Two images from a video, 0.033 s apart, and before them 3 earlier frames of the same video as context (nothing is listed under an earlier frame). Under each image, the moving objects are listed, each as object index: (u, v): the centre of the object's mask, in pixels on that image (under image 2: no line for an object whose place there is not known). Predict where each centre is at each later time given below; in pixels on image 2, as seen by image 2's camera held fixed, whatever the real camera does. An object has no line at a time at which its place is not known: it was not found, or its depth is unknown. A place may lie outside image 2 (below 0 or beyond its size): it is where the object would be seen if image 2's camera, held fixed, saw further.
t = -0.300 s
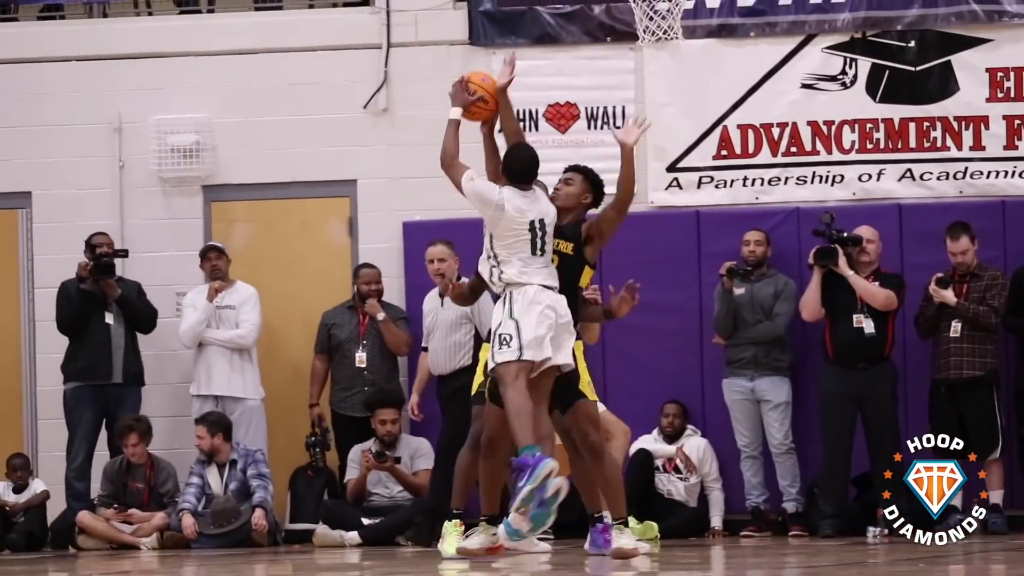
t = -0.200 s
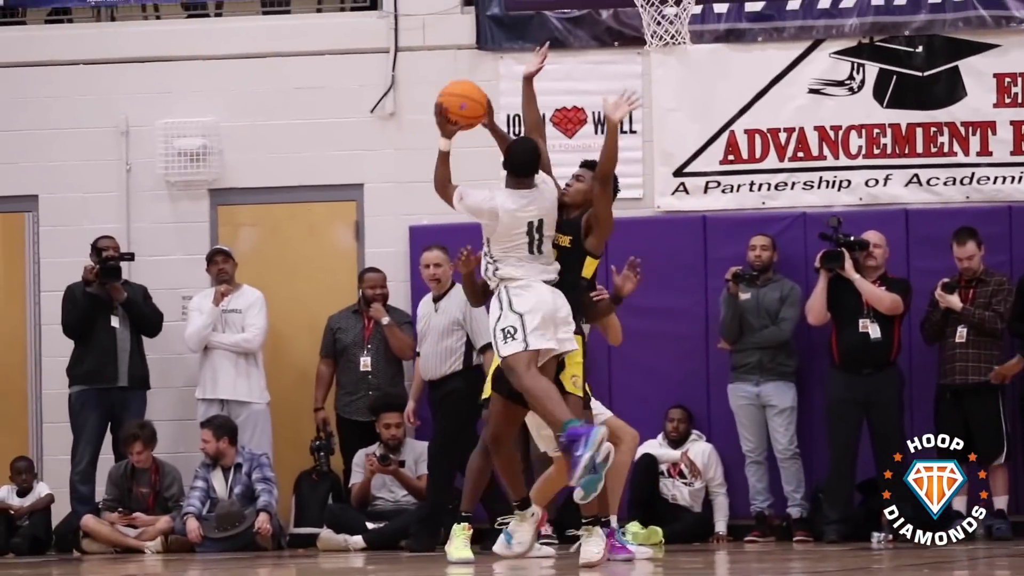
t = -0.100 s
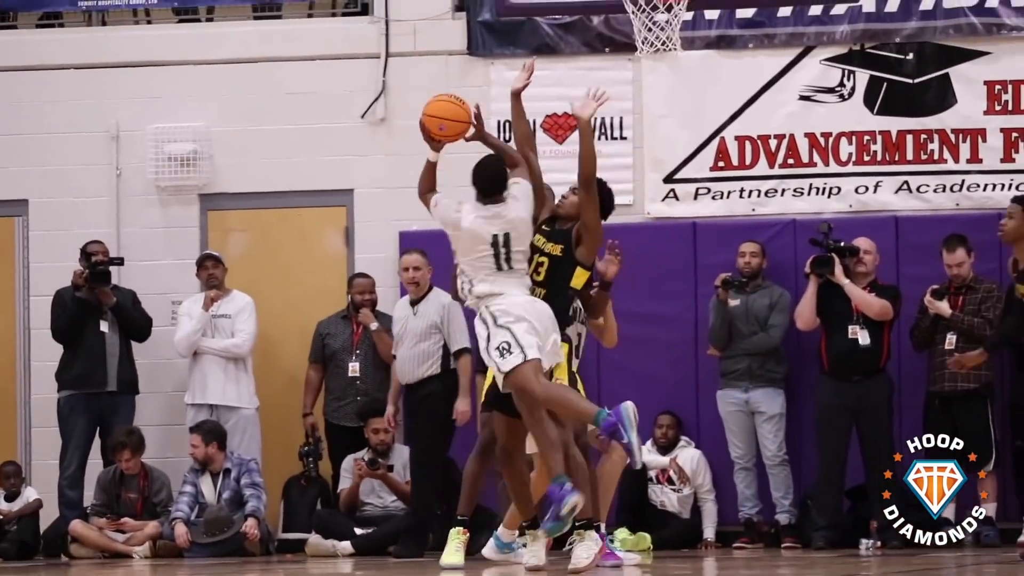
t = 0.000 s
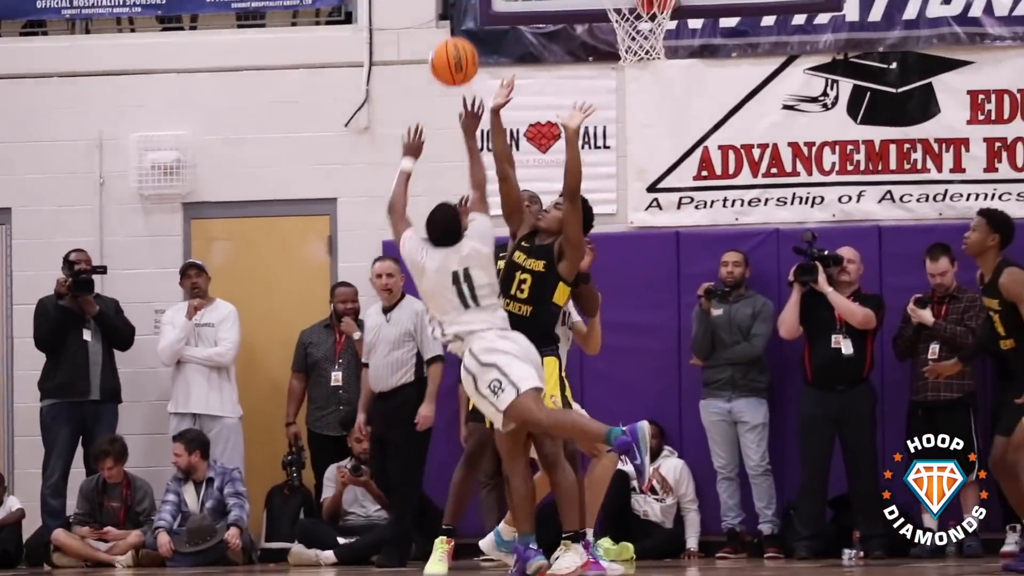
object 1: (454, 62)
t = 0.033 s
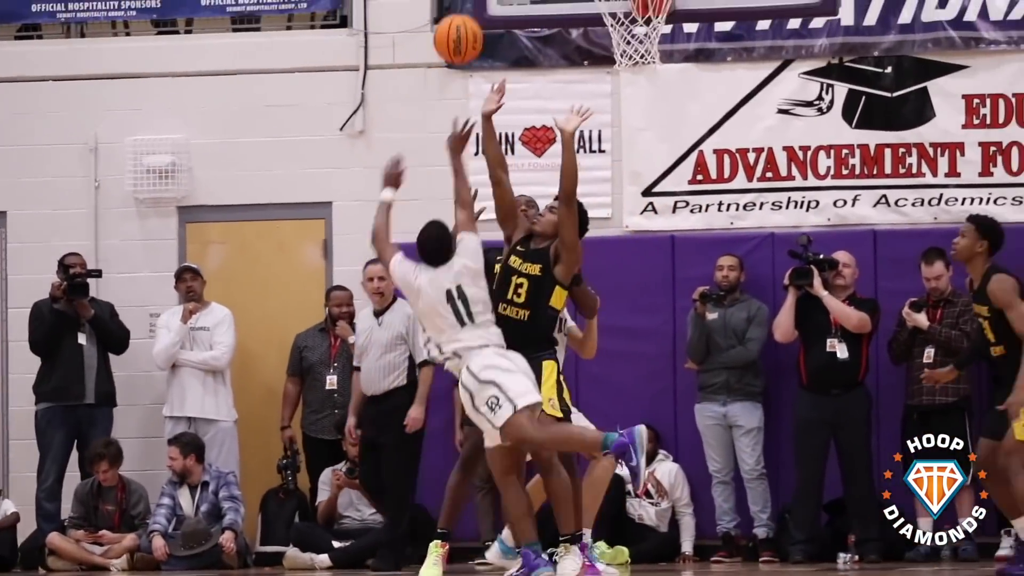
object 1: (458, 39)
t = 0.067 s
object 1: (467, 16)
